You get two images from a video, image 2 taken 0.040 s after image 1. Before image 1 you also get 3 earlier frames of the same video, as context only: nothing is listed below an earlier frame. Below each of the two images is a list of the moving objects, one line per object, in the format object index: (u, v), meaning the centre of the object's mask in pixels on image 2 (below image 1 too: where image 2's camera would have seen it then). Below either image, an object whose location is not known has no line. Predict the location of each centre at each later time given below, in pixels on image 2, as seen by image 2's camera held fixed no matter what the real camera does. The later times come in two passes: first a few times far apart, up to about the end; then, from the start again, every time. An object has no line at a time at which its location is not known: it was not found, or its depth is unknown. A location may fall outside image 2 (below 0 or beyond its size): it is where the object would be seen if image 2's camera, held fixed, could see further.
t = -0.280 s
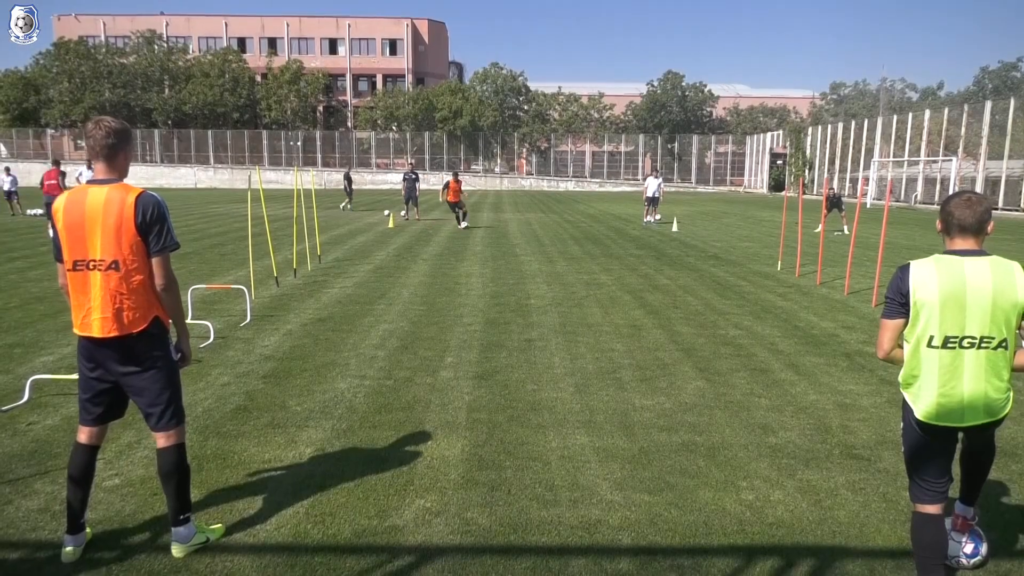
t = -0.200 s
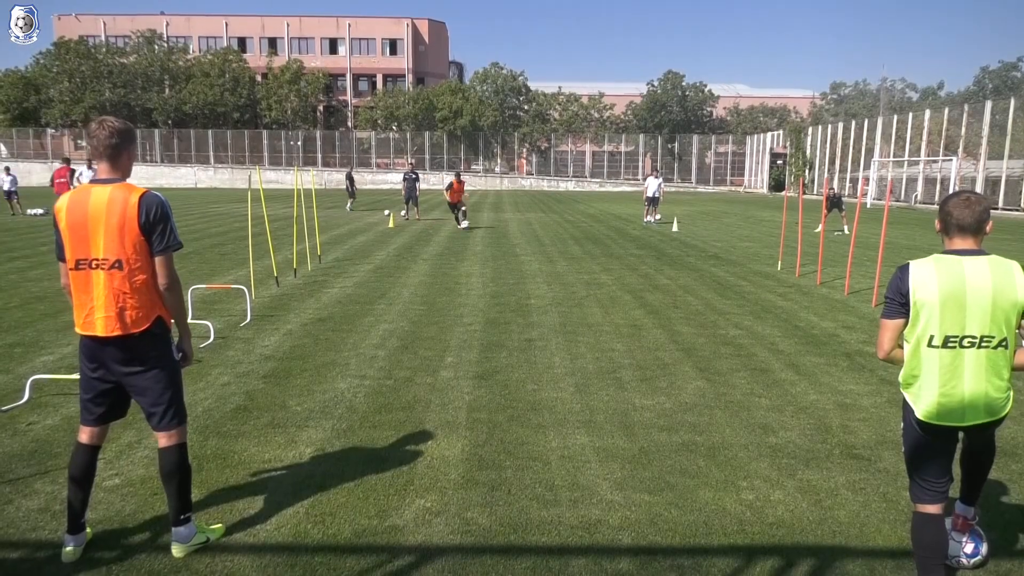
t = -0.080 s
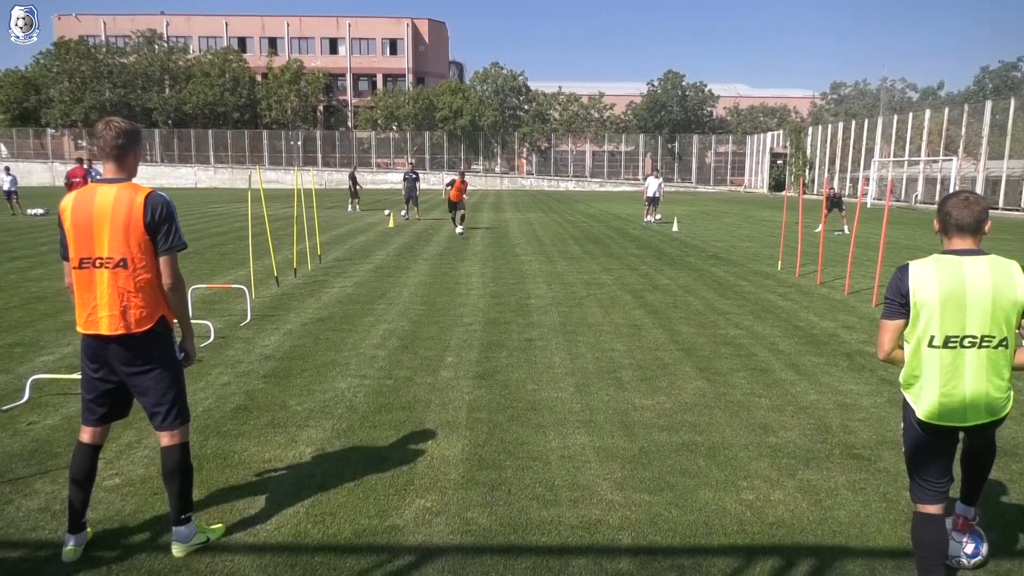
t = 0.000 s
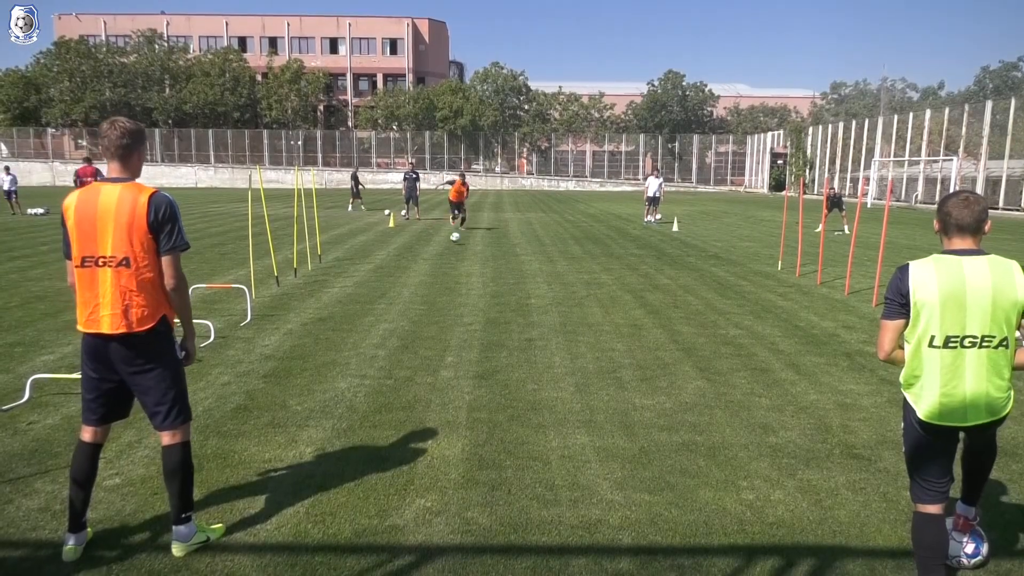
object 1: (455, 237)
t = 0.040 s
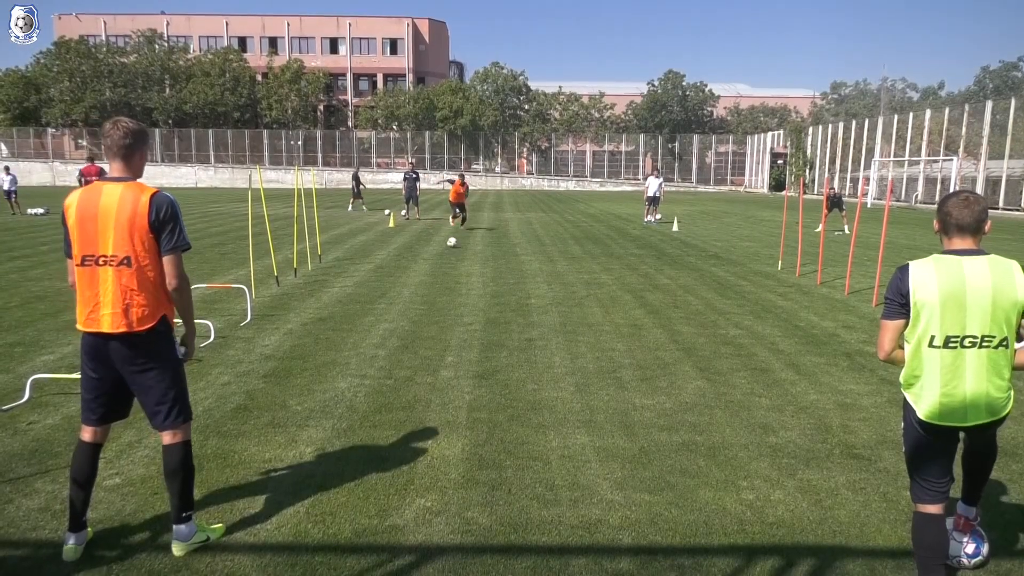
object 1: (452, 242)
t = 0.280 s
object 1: (428, 265)
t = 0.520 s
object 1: (397, 291)
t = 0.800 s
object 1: (346, 330)
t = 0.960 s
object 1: (300, 372)
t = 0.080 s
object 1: (448, 246)
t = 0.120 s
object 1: (445, 249)
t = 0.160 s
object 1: (441, 251)
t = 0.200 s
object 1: (438, 254)
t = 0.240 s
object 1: (433, 259)
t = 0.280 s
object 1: (428, 265)
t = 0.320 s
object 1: (424, 268)
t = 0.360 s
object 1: (420, 269)
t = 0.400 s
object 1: (415, 273)
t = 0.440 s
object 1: (409, 278)
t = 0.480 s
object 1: (403, 284)
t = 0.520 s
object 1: (397, 291)
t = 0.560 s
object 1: (391, 293)
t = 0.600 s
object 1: (385, 298)
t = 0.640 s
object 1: (378, 303)
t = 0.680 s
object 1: (371, 310)
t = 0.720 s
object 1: (363, 319)
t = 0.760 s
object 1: (354, 326)
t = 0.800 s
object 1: (346, 330)
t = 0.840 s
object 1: (335, 338)
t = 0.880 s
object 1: (324, 348)
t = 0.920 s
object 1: (312, 361)
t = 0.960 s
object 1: (300, 372)
